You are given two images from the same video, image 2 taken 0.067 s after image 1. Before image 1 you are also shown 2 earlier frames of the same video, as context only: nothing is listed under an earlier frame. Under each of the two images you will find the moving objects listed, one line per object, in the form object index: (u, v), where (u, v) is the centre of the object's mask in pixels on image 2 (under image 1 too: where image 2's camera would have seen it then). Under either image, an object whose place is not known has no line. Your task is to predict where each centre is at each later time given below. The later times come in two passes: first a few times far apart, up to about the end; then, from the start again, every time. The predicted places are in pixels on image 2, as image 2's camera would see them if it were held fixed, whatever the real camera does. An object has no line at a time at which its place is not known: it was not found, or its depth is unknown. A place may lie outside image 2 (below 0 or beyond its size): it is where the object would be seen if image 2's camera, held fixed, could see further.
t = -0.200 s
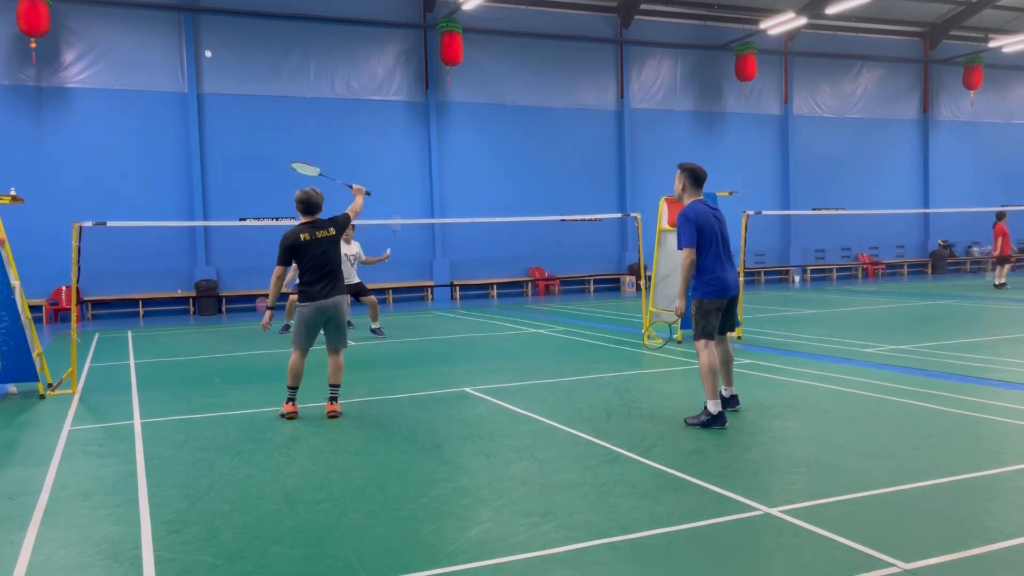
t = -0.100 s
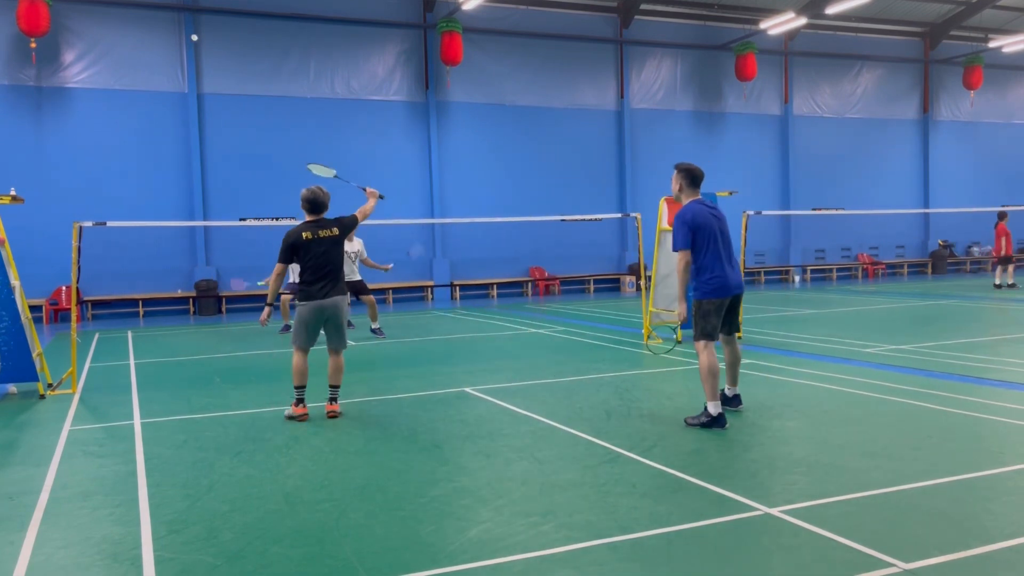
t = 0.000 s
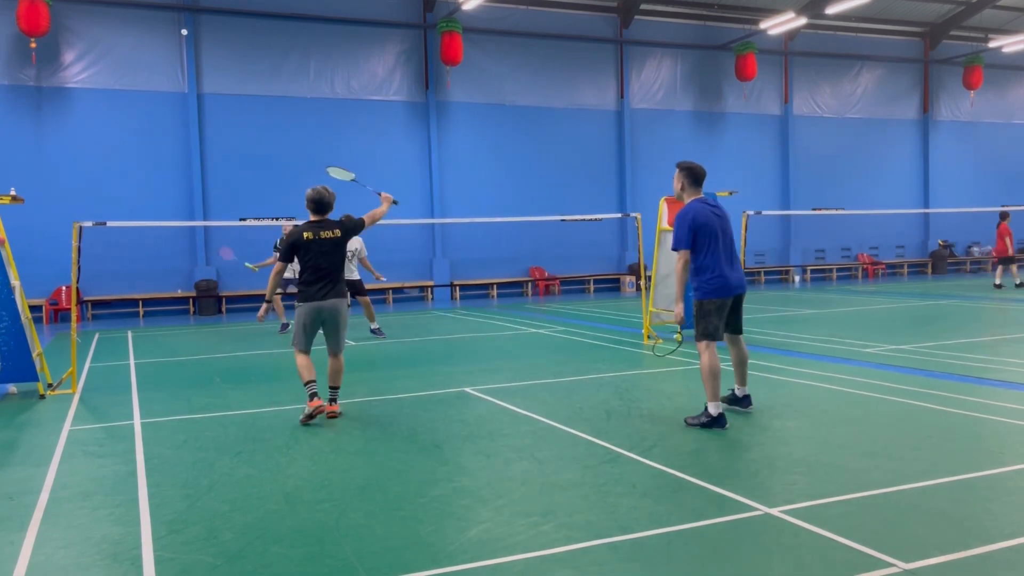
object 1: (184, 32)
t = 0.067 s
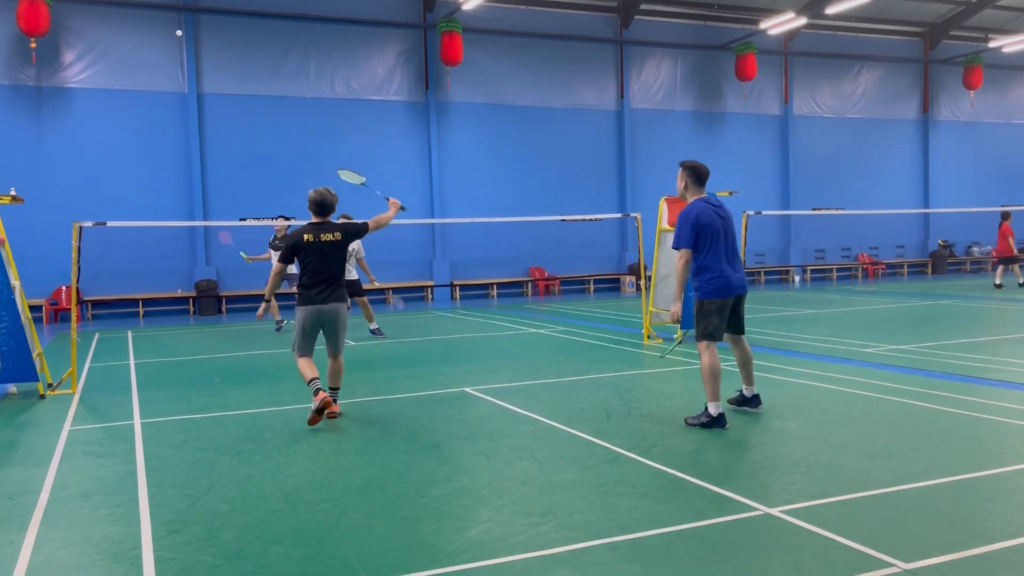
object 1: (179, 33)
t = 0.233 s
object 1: (170, 48)
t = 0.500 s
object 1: (164, 101)
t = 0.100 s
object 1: (177, 34)
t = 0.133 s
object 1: (175, 37)
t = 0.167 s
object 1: (173, 40)
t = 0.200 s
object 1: (171, 43)
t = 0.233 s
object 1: (170, 48)
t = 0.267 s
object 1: (169, 52)
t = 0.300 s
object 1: (167, 58)
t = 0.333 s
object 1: (167, 64)
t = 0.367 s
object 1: (166, 70)
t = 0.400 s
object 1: (165, 77)
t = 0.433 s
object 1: (165, 85)
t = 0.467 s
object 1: (165, 93)
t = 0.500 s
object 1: (164, 101)
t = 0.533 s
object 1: (164, 110)
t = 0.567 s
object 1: (163, 118)
